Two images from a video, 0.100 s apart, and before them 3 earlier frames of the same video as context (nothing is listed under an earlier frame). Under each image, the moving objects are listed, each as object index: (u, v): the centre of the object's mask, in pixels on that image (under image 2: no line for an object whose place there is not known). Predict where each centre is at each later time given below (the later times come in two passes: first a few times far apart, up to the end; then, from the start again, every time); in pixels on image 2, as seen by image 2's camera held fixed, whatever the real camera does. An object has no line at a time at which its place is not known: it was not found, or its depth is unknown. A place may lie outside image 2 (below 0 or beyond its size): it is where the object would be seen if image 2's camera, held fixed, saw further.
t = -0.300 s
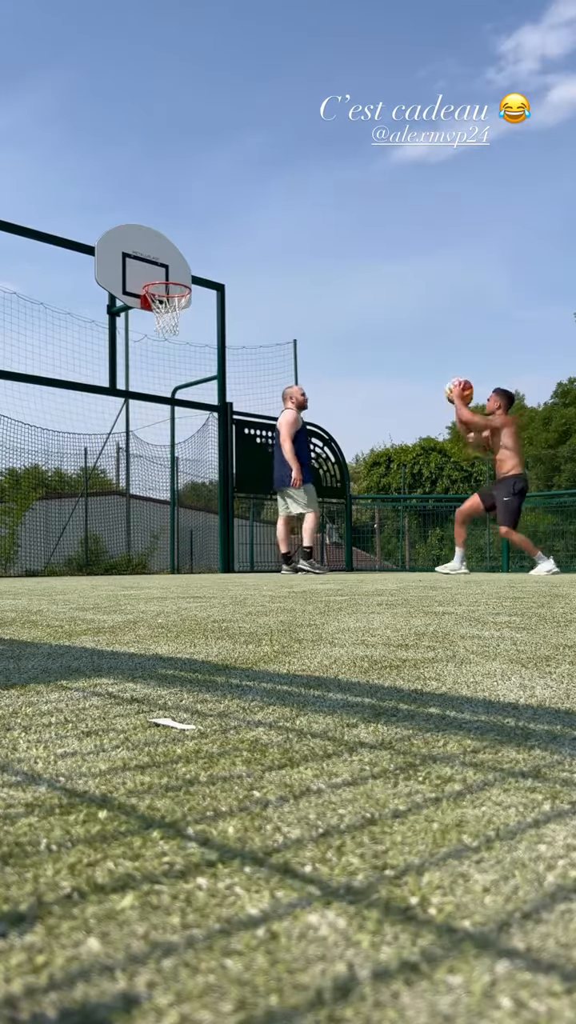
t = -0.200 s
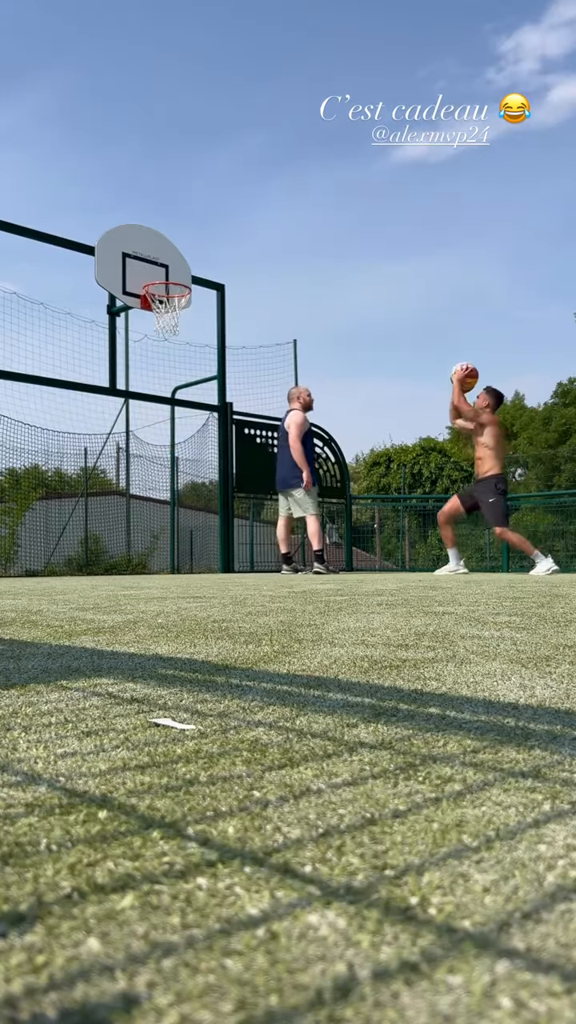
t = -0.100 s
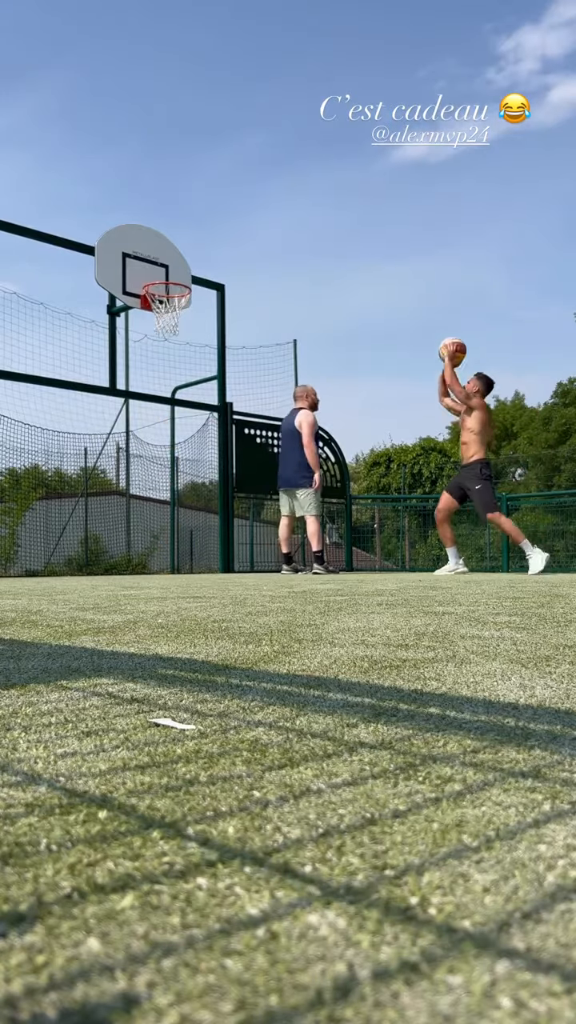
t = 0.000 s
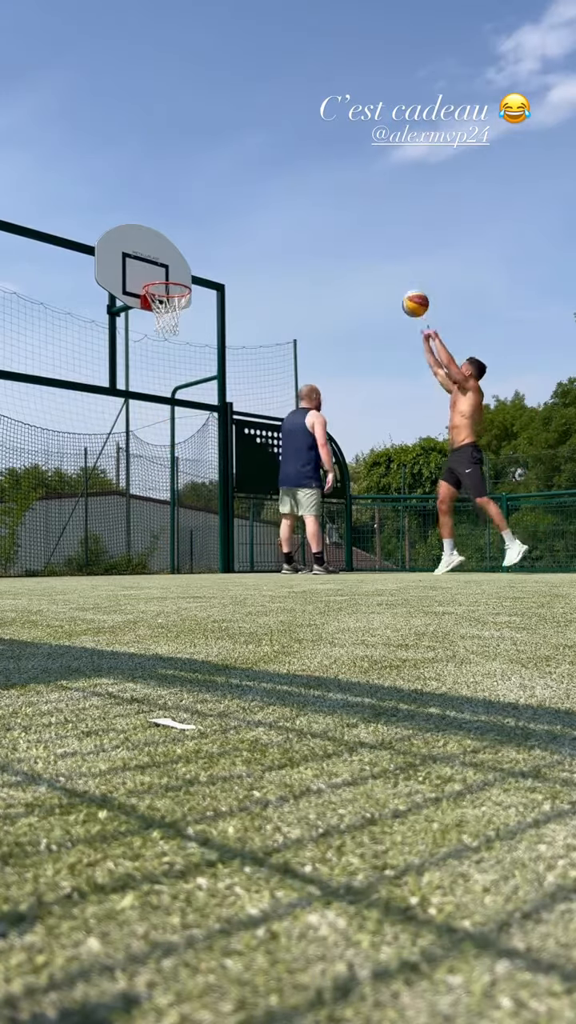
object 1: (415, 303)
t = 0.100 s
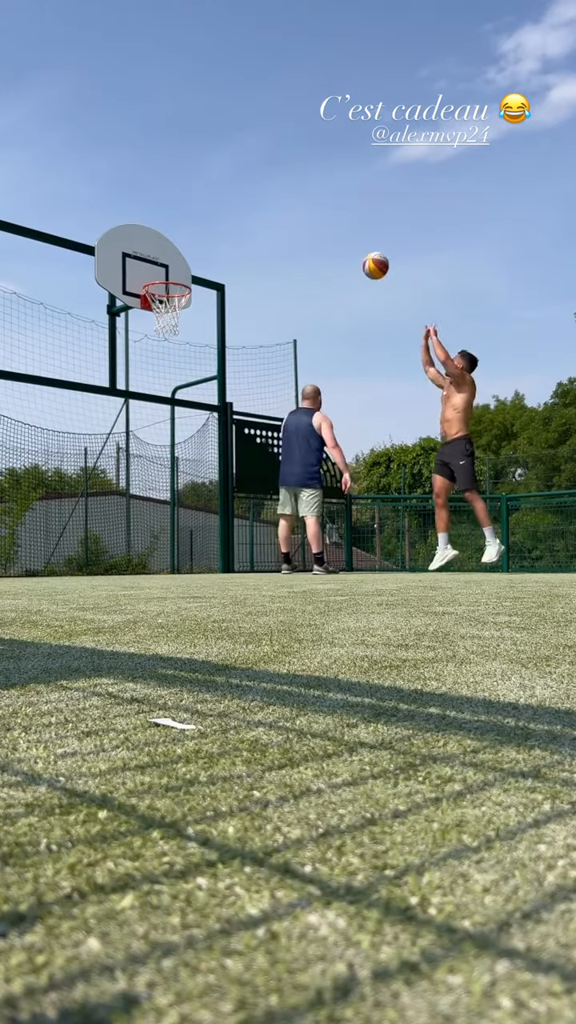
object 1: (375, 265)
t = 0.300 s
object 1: (302, 226)
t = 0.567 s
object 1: (213, 239)
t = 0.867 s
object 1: (186, 302)
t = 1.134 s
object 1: (184, 339)
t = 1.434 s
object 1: (174, 452)
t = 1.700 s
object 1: (161, 524)
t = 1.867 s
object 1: (145, 456)
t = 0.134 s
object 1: (363, 256)
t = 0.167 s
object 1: (350, 247)
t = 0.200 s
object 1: (338, 240)
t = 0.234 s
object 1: (325, 234)
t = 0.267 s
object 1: (314, 230)
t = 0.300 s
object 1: (302, 226)
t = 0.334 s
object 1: (290, 224)
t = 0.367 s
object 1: (279, 223)
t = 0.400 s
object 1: (267, 223)
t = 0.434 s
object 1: (256, 224)
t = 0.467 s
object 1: (245, 226)
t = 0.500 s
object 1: (234, 229)
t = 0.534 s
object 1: (223, 234)
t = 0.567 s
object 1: (213, 239)
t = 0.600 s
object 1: (203, 245)
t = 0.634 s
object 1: (192, 252)
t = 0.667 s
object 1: (181, 261)
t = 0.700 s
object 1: (172, 269)
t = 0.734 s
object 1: (161, 281)
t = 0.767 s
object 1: (156, 289)
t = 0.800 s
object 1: (167, 294)
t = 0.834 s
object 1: (180, 299)
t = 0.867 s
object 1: (186, 302)
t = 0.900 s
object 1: (188, 307)
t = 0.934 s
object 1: (188, 308)
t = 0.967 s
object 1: (188, 312)
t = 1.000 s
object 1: (188, 315)
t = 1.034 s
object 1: (187, 321)
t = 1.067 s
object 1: (186, 325)
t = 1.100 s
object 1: (185, 332)
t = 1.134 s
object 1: (184, 339)
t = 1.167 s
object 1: (183, 347)
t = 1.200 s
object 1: (181, 357)
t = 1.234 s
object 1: (180, 368)
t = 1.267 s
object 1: (179, 379)
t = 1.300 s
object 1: (178, 392)
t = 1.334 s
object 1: (177, 405)
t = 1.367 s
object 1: (177, 420)
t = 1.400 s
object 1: (175, 435)
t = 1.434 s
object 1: (174, 452)
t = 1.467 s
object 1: (173, 470)
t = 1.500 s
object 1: (172, 489)
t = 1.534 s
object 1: (171, 508)
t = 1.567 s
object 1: (170, 529)
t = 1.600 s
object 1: (169, 551)
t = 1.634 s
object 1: (167, 559)
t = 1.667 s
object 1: (164, 541)
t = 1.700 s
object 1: (161, 524)
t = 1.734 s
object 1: (158, 508)
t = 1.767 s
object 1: (155, 493)
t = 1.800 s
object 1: (152, 480)
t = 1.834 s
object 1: (148, 467)
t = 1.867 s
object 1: (145, 456)
